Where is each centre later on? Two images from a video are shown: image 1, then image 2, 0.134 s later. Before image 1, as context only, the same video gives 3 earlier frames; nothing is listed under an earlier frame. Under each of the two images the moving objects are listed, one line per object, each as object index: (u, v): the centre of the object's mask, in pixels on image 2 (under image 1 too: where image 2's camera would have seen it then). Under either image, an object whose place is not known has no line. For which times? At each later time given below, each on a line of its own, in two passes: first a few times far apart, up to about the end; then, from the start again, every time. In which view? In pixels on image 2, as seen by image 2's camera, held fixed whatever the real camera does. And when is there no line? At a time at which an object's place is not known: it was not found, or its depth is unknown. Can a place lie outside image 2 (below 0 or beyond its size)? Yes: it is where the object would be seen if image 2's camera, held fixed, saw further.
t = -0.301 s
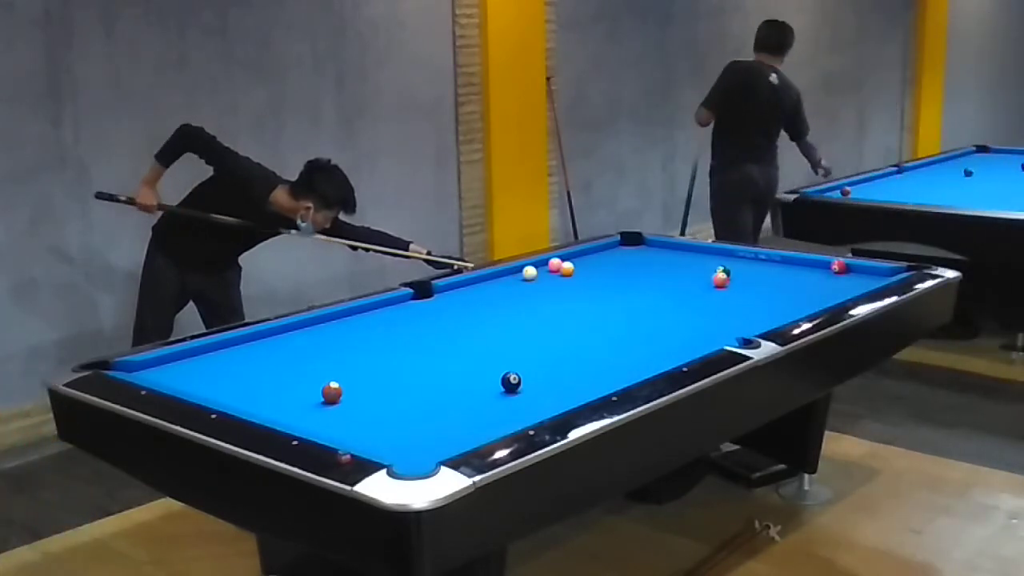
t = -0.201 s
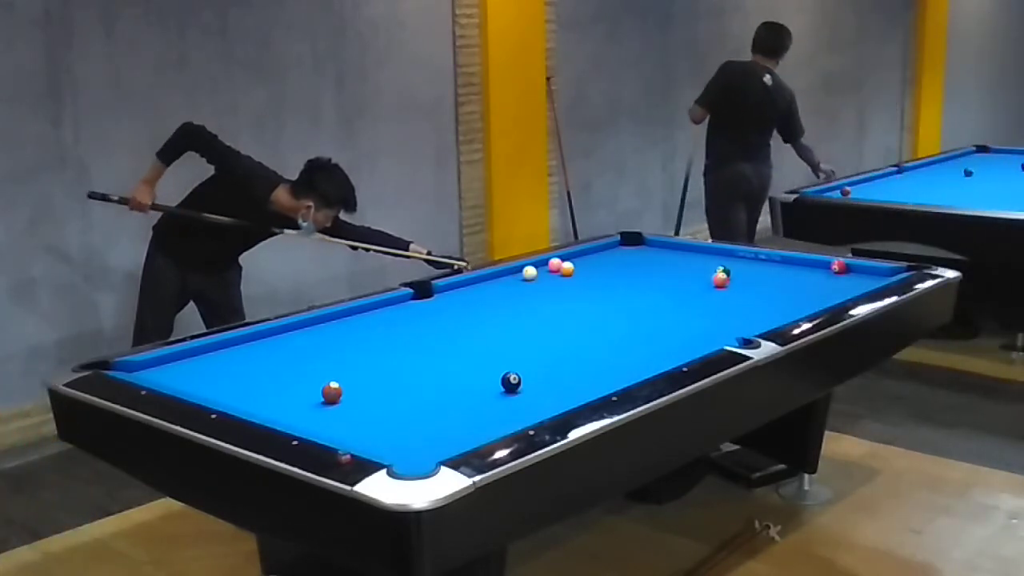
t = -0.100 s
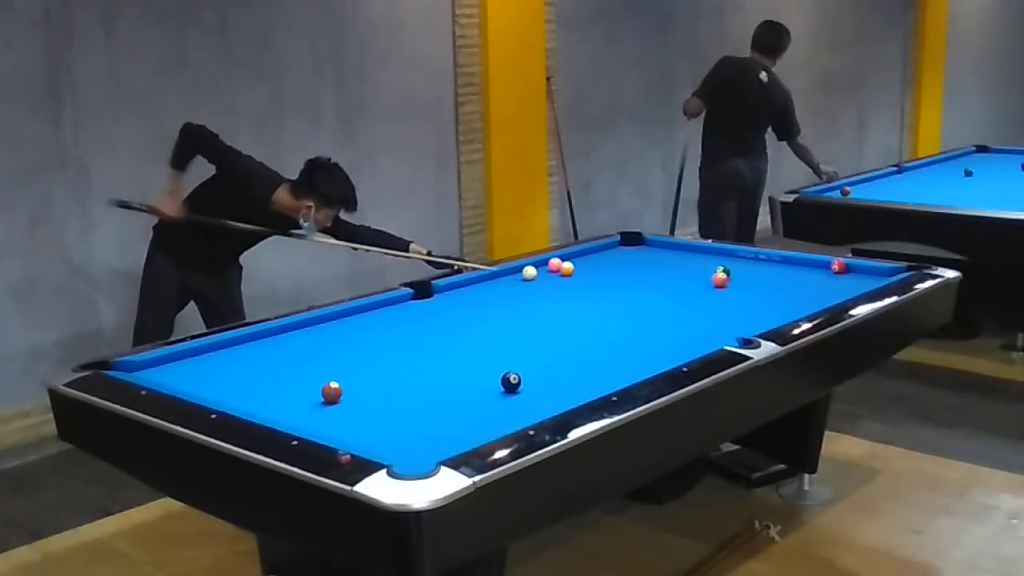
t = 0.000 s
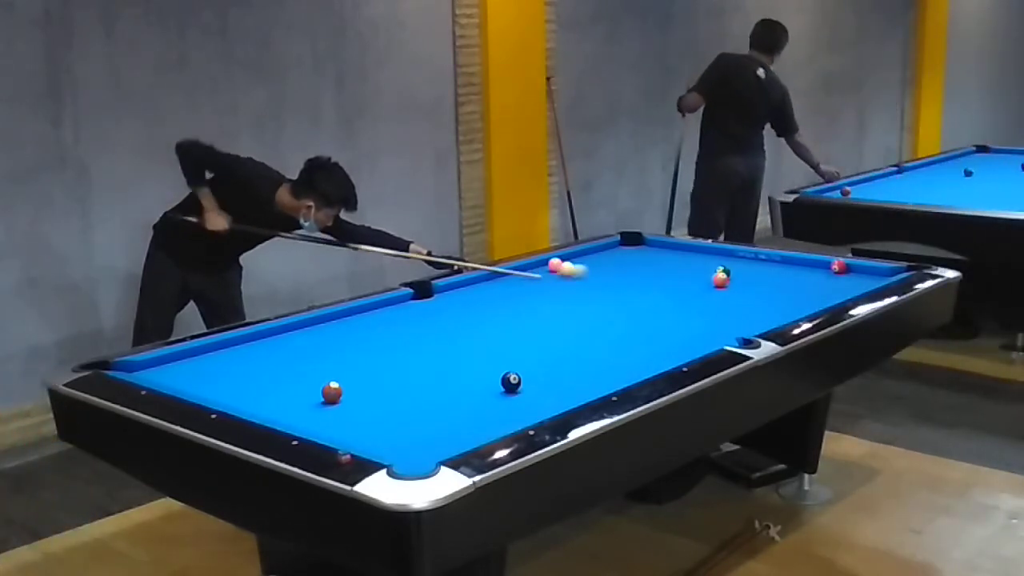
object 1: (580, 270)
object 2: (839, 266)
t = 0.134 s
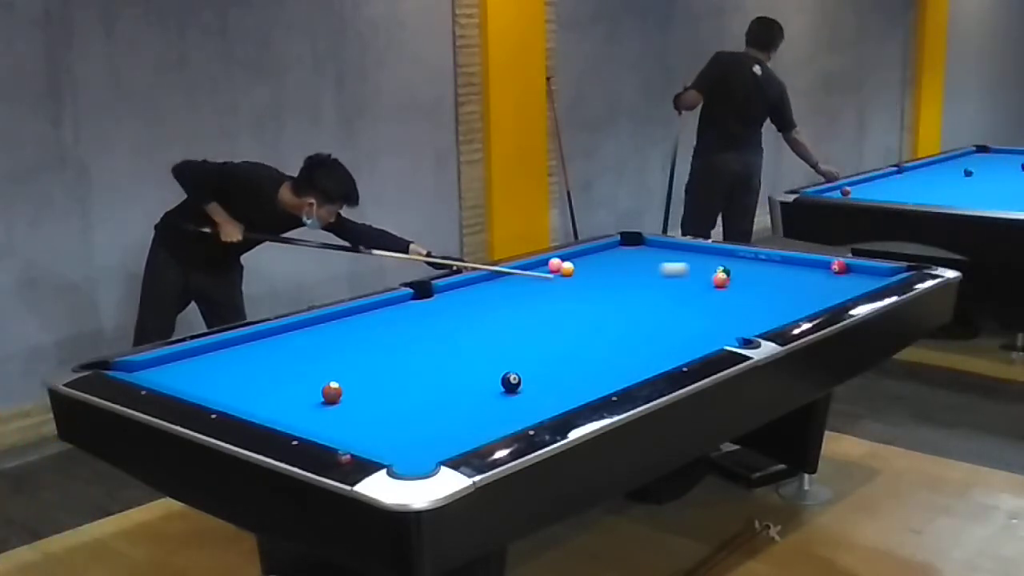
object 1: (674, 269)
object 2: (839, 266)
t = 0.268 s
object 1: (767, 267)
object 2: (839, 266)
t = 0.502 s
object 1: (819, 264)
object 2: (874, 276)
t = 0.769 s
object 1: (799, 265)
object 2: (821, 282)
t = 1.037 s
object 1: (782, 265)
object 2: (756, 285)
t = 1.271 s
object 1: (768, 265)
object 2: (701, 287)
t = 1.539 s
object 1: (753, 266)
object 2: (637, 290)
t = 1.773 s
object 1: (742, 266)
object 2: (585, 291)
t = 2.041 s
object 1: (731, 265)
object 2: (526, 294)
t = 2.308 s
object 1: (720, 264)
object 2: (469, 297)
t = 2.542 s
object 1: (711, 266)
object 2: (419, 298)
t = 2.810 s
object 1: (705, 267)
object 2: (403, 304)
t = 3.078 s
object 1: (698, 267)
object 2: (400, 311)
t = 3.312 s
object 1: (694, 267)
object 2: (396, 317)
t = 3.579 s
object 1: (691, 267)
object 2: (392, 324)
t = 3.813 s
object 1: (689, 268)
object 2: (388, 330)
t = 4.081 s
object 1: (688, 268)
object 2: (385, 336)
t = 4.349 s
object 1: (688, 268)
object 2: (381, 342)
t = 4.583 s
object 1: (688, 268)
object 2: (378, 347)
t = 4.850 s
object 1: (688, 268)
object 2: (374, 353)
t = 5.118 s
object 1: (688, 268)
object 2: (371, 357)
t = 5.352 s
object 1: (688, 268)
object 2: (368, 362)
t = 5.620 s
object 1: (688, 267)
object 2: (364, 366)
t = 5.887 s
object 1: (688, 268)
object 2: (361, 370)
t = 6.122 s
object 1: (688, 268)
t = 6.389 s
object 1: (688, 268)
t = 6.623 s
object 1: (688, 268)
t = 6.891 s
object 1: (688, 268)
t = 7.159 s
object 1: (689, 268)
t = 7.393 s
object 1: (689, 267)
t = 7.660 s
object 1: (688, 267)
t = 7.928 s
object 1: (688, 267)
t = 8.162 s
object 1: (688, 268)
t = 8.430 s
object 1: (688, 267)
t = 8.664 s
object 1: (688, 267)
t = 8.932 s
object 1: (688, 267)
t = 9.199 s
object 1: (688, 267)
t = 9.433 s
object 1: (688, 267)
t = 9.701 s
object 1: (688, 267)
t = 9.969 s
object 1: (688, 267)
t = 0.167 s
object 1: (698, 268)
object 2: (839, 266)
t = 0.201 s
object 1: (721, 265)
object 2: (839, 266)
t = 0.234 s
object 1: (745, 267)
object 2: (839, 266)
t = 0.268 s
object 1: (767, 267)
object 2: (839, 266)
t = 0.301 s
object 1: (789, 266)
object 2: (839, 266)
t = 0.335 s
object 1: (811, 265)
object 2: (839, 266)
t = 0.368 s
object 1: (823, 265)
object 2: (845, 267)
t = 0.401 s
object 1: (824, 264)
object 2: (853, 270)
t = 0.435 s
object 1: (824, 264)
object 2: (861, 272)
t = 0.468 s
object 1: (821, 264)
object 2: (868, 275)
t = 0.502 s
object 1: (819, 264)
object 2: (874, 276)
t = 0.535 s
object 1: (816, 264)
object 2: (880, 277)
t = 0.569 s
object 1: (814, 264)
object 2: (873, 278)
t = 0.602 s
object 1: (811, 264)
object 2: (863, 280)
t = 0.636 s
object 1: (809, 264)
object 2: (855, 281)
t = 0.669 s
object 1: (806, 264)
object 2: (846, 281)
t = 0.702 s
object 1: (804, 264)
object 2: (838, 282)
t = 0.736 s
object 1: (802, 265)
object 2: (830, 282)
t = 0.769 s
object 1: (799, 265)
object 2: (821, 282)
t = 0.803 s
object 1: (797, 265)
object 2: (813, 282)
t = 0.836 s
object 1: (795, 265)
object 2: (805, 283)
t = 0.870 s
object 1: (793, 265)
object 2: (797, 283)
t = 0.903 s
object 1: (791, 265)
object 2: (788, 284)
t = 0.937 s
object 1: (789, 265)
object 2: (780, 284)
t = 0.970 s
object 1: (786, 265)
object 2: (772, 284)
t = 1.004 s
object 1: (784, 265)
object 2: (764, 285)
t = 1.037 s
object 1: (782, 265)
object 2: (756, 285)
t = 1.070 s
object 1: (780, 265)
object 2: (748, 285)
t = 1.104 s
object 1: (778, 265)
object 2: (740, 286)
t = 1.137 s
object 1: (775, 265)
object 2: (732, 286)
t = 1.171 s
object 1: (773, 265)
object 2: (724, 286)
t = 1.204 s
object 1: (771, 265)
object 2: (716, 286)
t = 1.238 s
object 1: (770, 265)
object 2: (708, 286)
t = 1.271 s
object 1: (768, 265)
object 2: (701, 287)
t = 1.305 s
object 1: (766, 265)
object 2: (693, 287)
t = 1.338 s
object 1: (764, 266)
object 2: (684, 288)
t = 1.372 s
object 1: (762, 266)
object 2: (676, 288)
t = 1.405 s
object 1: (760, 266)
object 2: (669, 288)
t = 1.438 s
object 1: (758, 266)
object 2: (661, 289)
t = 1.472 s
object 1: (757, 266)
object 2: (653, 289)
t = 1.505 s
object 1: (755, 266)
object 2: (645, 290)
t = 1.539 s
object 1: (753, 266)
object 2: (637, 290)
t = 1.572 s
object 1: (751, 266)
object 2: (630, 290)
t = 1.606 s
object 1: (750, 266)
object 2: (622, 290)
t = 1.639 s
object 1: (748, 266)
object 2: (615, 291)
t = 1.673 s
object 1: (747, 266)
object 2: (608, 291)
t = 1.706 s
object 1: (745, 266)
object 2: (600, 291)
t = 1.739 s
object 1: (744, 266)
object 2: (593, 291)
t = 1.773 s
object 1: (742, 266)
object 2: (585, 291)
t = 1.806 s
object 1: (741, 266)
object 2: (578, 292)
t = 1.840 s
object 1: (739, 266)
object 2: (570, 292)
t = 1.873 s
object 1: (737, 266)
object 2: (562, 292)
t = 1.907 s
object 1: (736, 266)
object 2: (555, 293)
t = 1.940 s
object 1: (734, 266)
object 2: (548, 293)
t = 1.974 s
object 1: (733, 266)
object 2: (540, 294)
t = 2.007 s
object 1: (732, 266)
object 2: (533, 294)
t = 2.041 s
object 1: (731, 265)
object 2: (526, 294)
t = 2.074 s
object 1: (730, 265)
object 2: (519, 295)
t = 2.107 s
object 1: (729, 265)
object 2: (512, 295)
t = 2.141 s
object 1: (728, 264)
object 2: (504, 295)
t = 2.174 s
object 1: (726, 264)
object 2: (497, 296)
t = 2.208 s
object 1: (724, 264)
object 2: (490, 296)
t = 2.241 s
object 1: (723, 263)
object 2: (483, 296)
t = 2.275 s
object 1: (722, 264)
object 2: (475, 297)
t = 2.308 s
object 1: (720, 264)
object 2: (469, 297)
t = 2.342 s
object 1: (718, 264)
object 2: (461, 297)
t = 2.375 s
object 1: (717, 264)
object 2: (454, 297)
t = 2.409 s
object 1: (716, 265)
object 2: (447, 298)
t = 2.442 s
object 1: (715, 265)
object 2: (440, 298)
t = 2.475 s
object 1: (713, 265)
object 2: (433, 297)
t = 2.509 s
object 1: (712, 266)
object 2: (426, 298)
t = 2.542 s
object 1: (711, 266)
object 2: (419, 298)
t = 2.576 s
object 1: (711, 266)
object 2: (411, 299)
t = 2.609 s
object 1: (710, 266)
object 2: (406, 299)
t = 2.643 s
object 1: (709, 267)
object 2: (405, 300)
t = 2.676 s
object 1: (708, 267)
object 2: (405, 301)
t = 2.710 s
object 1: (707, 267)
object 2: (405, 301)
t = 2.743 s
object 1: (707, 267)
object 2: (404, 302)
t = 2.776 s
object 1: (706, 267)
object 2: (404, 303)
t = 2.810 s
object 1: (705, 267)
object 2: (403, 304)
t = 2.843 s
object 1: (703, 267)
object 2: (403, 305)
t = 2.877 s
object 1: (703, 267)
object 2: (402, 306)
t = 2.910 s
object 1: (702, 267)
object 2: (402, 306)
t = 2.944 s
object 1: (701, 267)
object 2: (401, 307)
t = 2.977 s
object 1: (700, 267)
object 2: (401, 308)
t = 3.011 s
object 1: (699, 267)
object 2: (401, 309)
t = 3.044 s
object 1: (699, 267)
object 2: (400, 310)
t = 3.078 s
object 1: (698, 267)
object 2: (400, 311)
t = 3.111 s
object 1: (697, 267)
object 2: (399, 312)
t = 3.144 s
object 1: (697, 267)
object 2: (399, 312)
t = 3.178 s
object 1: (696, 267)
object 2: (398, 313)
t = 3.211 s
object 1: (696, 267)
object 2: (397, 314)
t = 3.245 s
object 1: (695, 267)
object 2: (397, 315)
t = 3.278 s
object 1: (695, 267)
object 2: (397, 316)
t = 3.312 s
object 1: (694, 267)
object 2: (396, 317)
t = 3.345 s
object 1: (694, 267)
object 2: (395, 318)
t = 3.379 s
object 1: (693, 267)
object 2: (395, 318)
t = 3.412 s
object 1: (693, 267)
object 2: (395, 319)
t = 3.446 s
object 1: (692, 267)
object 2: (394, 320)
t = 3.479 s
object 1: (692, 267)
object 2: (394, 321)
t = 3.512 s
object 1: (692, 267)
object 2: (393, 322)
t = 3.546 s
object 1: (691, 267)
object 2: (393, 323)
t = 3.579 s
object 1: (691, 267)
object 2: (392, 324)
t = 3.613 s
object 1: (690, 267)
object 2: (392, 324)
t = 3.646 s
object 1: (690, 267)
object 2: (391, 325)
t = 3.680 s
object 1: (690, 268)
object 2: (391, 326)
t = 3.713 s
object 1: (690, 268)
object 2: (390, 327)
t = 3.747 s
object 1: (689, 268)
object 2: (389, 328)
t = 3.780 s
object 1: (689, 268)
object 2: (389, 329)
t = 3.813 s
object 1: (689, 268)
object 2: (388, 330)
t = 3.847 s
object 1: (689, 268)
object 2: (388, 330)
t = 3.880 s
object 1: (688, 268)
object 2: (388, 331)
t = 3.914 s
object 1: (688, 268)
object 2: (387, 332)
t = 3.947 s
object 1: (688, 268)
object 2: (387, 332)
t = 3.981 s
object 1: (688, 268)
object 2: (386, 333)
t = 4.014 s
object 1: (688, 268)
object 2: (386, 334)
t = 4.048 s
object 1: (688, 268)
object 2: (385, 335)
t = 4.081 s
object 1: (688, 268)
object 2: (385, 336)
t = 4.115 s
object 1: (688, 268)
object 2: (384, 337)
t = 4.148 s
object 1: (688, 268)
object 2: (384, 338)
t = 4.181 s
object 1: (689, 268)
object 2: (384, 338)
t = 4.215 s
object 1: (689, 268)
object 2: (383, 339)
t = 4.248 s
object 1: (688, 267)
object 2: (382, 340)
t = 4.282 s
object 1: (688, 267)
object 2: (382, 340)
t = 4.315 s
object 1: (688, 268)
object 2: (382, 341)
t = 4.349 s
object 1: (688, 268)
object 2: (381, 342)
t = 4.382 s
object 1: (688, 267)
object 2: (380, 342)
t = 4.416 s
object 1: (688, 267)
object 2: (380, 344)
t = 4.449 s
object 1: (688, 268)
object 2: (380, 344)
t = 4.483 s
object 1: (688, 267)
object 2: (379, 345)
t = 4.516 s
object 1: (688, 268)
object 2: (379, 346)
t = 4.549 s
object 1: (688, 268)
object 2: (378, 346)
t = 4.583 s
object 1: (688, 268)
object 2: (378, 347)
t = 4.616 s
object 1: (688, 268)
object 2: (377, 348)
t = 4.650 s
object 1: (688, 268)
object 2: (377, 348)
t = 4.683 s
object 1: (688, 268)
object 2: (376, 349)
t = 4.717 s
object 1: (688, 268)
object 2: (376, 349)
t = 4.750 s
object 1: (688, 268)
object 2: (375, 350)
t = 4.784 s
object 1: (688, 268)
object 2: (375, 351)
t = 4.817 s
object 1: (688, 268)
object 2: (375, 352)
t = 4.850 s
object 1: (688, 268)
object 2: (374, 353)
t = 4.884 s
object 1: (688, 268)
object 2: (374, 353)
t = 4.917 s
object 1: (688, 268)
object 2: (373, 354)
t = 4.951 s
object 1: (688, 268)
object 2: (373, 354)
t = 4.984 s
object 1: (688, 268)
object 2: (372, 355)
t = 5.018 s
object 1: (688, 268)
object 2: (372, 356)
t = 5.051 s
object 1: (688, 268)
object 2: (372, 356)
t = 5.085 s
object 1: (688, 267)
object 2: (371, 357)
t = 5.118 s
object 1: (688, 268)
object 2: (371, 357)
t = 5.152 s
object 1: (688, 268)
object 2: (370, 358)
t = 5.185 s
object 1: (688, 268)
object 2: (370, 359)
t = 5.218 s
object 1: (688, 267)
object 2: (369, 359)
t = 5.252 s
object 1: (688, 267)
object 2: (369, 360)
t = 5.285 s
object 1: (688, 267)
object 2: (369, 361)
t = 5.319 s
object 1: (688, 268)
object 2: (368, 361)
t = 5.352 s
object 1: (688, 268)
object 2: (368, 362)
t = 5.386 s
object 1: (688, 267)
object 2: (367, 363)
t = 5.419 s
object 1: (688, 268)
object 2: (367, 363)
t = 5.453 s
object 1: (688, 268)
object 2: (367, 364)
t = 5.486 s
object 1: (688, 267)
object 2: (366, 364)
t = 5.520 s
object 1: (688, 267)
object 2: (366, 365)
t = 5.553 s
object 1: (688, 267)
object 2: (365, 365)
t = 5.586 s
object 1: (688, 267)
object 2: (365, 365)
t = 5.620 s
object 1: (688, 267)
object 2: (364, 366)
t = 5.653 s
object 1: (688, 267)
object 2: (364, 366)
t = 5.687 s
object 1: (688, 267)
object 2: (363, 367)
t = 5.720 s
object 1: (688, 267)
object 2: (363, 368)
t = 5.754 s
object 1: (688, 267)
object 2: (363, 368)
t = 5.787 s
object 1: (688, 267)
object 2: (362, 369)
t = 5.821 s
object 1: (688, 268)
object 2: (362, 370)
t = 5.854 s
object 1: (688, 267)
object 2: (362, 370)
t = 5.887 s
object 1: (688, 268)
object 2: (361, 370)
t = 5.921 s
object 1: (688, 268)
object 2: (361, 371)
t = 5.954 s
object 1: (688, 268)
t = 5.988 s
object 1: (688, 268)
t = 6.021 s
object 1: (688, 268)
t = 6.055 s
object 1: (688, 268)
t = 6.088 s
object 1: (688, 268)
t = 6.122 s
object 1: (688, 268)
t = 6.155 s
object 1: (688, 268)
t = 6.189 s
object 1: (688, 268)
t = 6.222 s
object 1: (688, 268)
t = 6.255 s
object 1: (688, 268)
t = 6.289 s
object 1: (688, 268)
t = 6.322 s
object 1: (688, 268)
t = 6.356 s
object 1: (688, 268)
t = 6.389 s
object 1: (688, 268)
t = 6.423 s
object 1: (688, 268)
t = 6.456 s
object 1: (688, 268)
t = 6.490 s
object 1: (688, 268)
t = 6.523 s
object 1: (688, 268)
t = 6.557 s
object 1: (688, 268)
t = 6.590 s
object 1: (688, 268)
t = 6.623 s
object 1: (688, 268)
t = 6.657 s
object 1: (688, 268)
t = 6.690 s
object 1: (688, 268)
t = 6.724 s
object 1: (688, 268)
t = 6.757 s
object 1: (688, 268)
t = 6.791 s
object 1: (688, 268)
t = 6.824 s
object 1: (688, 267)
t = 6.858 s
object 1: (688, 268)
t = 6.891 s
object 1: (688, 268)
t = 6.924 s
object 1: (688, 268)
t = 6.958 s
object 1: (688, 268)
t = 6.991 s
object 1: (689, 268)
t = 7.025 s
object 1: (689, 268)
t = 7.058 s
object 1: (689, 268)
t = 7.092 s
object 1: (689, 268)
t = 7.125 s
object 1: (689, 268)
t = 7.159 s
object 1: (689, 268)
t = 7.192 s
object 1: (688, 268)
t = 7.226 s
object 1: (689, 268)
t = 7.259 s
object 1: (689, 268)
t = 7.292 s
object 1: (689, 267)
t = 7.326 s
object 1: (689, 267)
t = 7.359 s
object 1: (689, 267)
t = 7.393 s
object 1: (689, 267)
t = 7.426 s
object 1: (689, 267)
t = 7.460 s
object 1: (689, 268)
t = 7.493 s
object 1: (689, 267)
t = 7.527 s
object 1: (689, 268)
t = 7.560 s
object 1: (689, 267)
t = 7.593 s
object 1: (689, 267)
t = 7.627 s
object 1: (688, 267)
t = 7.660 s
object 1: (688, 267)
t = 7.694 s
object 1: (689, 268)
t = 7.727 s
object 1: (689, 267)
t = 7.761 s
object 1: (689, 267)
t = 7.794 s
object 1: (688, 267)
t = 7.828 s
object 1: (688, 267)
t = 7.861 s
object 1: (688, 267)
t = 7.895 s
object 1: (688, 267)
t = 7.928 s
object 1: (688, 267)
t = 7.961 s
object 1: (688, 267)
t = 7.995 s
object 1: (688, 267)
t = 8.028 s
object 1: (688, 267)
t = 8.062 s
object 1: (688, 267)
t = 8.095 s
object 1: (688, 267)
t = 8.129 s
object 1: (688, 268)
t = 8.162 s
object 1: (688, 268)
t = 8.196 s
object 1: (689, 268)
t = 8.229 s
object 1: (689, 268)
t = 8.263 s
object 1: (689, 268)
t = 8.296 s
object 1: (688, 267)
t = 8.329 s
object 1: (688, 267)
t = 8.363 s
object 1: (688, 267)
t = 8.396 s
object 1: (688, 267)
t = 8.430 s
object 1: (688, 267)
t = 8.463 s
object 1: (688, 267)
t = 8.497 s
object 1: (688, 267)
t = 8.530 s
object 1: (688, 267)
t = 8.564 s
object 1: (688, 267)
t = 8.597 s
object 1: (688, 267)
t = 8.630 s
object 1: (688, 267)
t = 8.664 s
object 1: (688, 267)
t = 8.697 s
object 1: (688, 267)
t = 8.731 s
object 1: (688, 267)
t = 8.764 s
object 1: (688, 267)
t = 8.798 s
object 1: (688, 267)
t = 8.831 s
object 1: (688, 267)
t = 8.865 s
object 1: (688, 267)
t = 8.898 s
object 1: (688, 267)
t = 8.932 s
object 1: (688, 267)
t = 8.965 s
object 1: (688, 267)
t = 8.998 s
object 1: (688, 267)
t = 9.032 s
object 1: (688, 267)
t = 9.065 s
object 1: (688, 267)
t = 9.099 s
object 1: (688, 267)
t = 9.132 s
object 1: (688, 267)
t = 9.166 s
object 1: (688, 267)
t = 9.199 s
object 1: (688, 267)
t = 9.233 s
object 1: (688, 267)
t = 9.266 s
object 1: (688, 267)
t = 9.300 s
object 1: (688, 267)
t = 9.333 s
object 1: (688, 267)
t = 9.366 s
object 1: (688, 267)
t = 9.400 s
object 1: (688, 267)
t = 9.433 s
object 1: (688, 267)
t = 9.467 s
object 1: (688, 267)
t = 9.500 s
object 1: (688, 267)
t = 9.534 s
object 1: (688, 267)
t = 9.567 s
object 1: (688, 267)
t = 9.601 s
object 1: (688, 267)
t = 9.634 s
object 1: (688, 267)
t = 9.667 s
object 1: (688, 267)
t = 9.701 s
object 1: (688, 267)
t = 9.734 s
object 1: (688, 267)
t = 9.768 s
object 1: (688, 267)
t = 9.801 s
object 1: (688, 267)
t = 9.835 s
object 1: (688, 267)
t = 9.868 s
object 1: (688, 267)
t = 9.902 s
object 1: (688, 267)
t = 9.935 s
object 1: (688, 267)
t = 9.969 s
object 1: (688, 267)
